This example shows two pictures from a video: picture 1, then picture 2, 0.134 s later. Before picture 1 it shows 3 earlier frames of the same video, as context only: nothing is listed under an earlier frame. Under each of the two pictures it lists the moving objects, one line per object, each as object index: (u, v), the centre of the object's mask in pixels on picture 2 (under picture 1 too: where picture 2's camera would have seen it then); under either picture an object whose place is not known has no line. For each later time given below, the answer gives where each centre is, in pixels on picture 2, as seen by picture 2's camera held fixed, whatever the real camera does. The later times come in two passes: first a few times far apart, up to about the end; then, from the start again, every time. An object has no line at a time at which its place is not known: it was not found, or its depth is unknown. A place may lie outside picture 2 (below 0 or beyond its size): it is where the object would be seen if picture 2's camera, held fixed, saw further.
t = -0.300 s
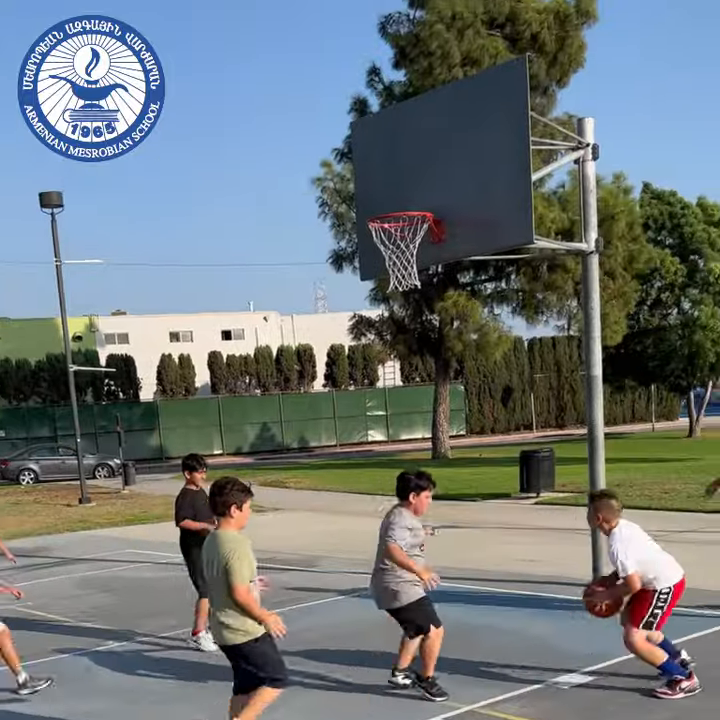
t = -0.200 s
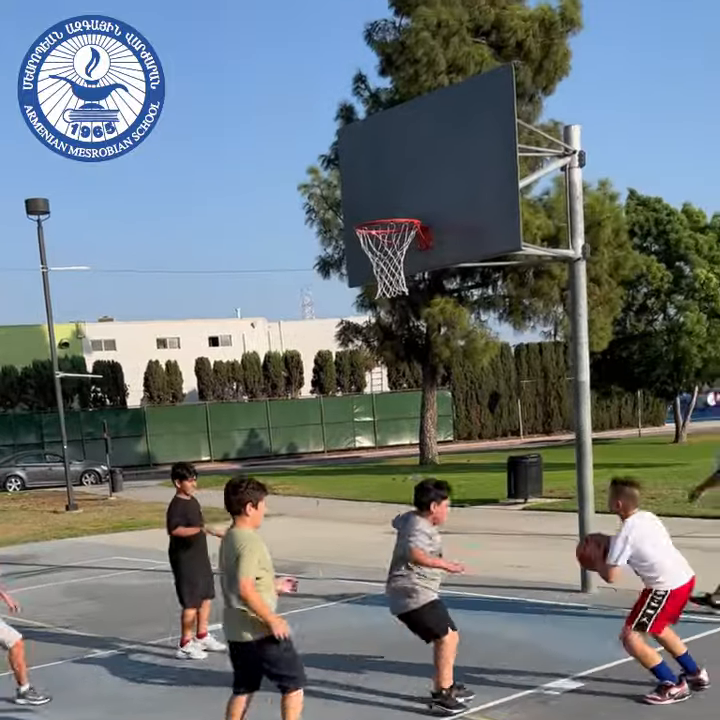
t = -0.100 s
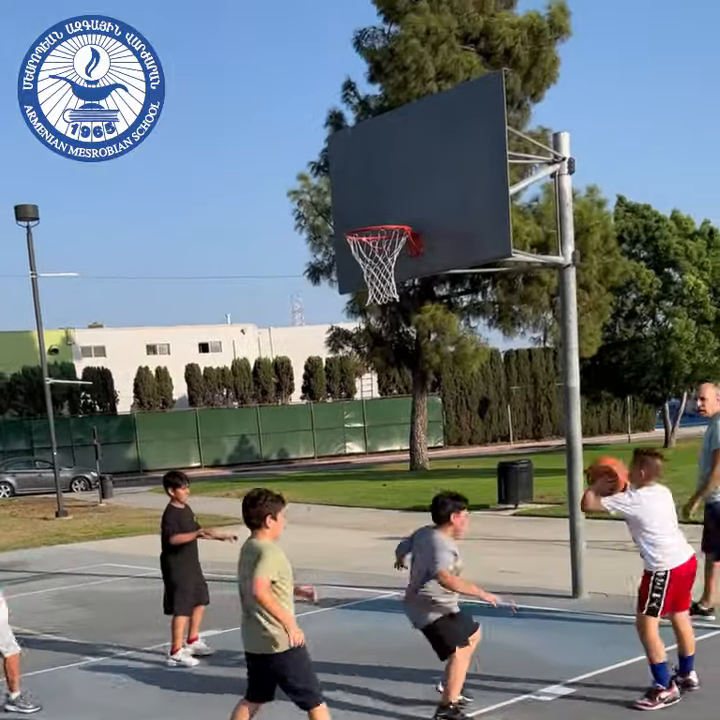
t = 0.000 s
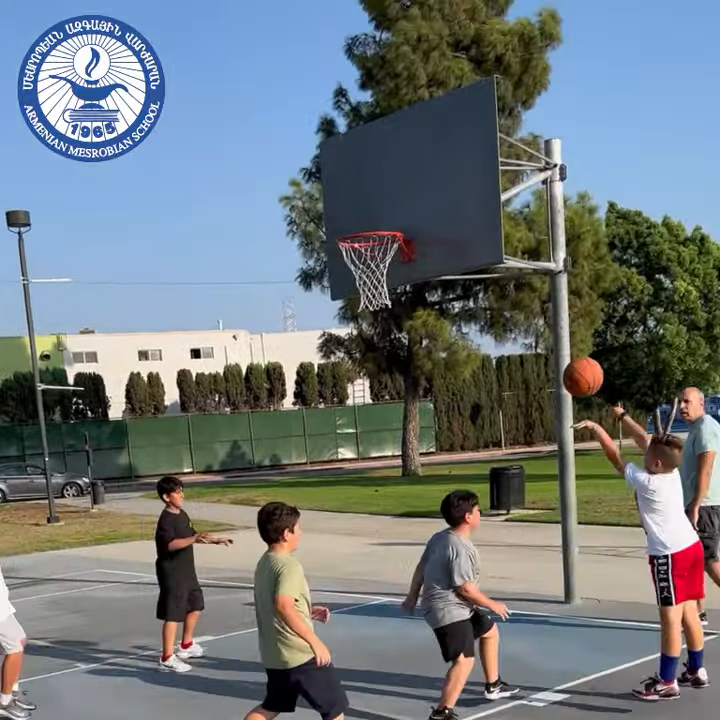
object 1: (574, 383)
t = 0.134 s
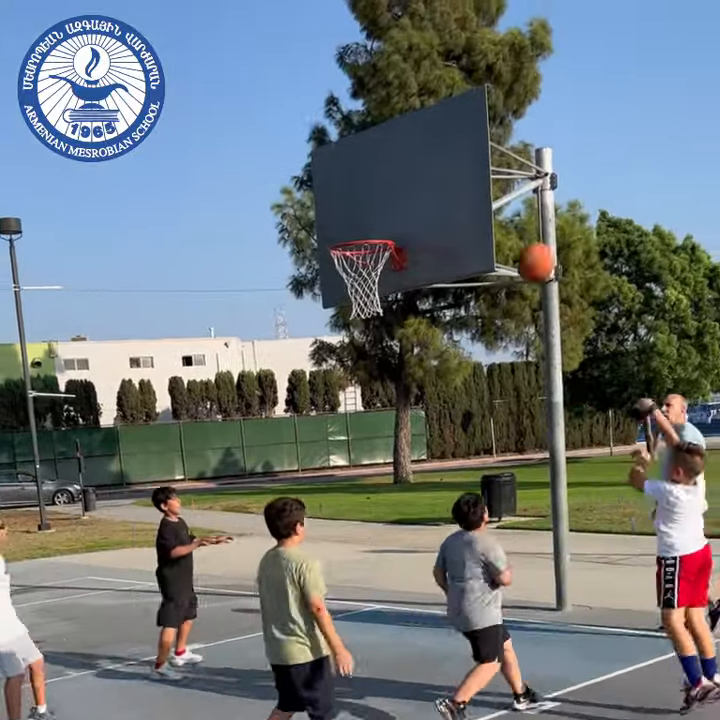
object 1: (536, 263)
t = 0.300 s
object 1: (490, 161)
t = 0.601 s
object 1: (425, 106)
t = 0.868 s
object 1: (380, 170)
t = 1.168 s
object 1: (327, 307)
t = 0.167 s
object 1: (526, 237)
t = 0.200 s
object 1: (517, 215)
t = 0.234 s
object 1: (507, 196)
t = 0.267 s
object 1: (500, 177)
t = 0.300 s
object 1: (490, 161)
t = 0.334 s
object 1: (482, 147)
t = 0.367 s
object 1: (474, 136)
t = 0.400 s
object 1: (466, 127)
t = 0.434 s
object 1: (458, 118)
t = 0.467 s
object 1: (450, 112)
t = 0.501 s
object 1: (444, 109)
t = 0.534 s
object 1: (438, 106)
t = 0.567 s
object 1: (431, 105)
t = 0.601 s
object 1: (425, 106)
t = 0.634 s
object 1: (419, 109)
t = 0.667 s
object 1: (412, 113)
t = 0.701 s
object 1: (407, 119)
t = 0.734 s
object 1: (401, 127)
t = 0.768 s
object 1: (395, 136)
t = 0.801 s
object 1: (390, 146)
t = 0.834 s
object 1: (385, 157)
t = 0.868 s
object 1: (380, 170)
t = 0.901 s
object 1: (374, 183)
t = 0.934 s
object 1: (369, 200)
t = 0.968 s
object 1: (365, 214)
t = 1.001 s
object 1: (360, 226)
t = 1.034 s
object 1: (351, 237)
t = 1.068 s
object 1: (343, 250)
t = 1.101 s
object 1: (338, 271)
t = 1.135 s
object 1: (334, 289)
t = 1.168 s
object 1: (327, 307)
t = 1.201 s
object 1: (321, 327)
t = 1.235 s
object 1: (316, 347)
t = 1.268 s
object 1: (310, 369)
